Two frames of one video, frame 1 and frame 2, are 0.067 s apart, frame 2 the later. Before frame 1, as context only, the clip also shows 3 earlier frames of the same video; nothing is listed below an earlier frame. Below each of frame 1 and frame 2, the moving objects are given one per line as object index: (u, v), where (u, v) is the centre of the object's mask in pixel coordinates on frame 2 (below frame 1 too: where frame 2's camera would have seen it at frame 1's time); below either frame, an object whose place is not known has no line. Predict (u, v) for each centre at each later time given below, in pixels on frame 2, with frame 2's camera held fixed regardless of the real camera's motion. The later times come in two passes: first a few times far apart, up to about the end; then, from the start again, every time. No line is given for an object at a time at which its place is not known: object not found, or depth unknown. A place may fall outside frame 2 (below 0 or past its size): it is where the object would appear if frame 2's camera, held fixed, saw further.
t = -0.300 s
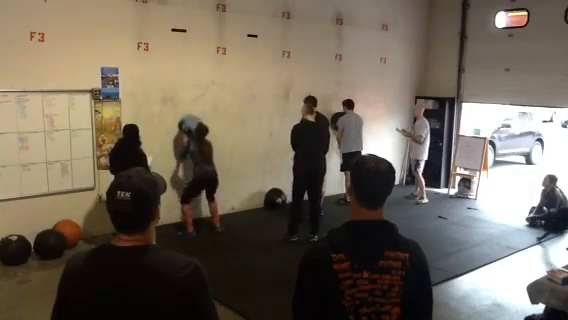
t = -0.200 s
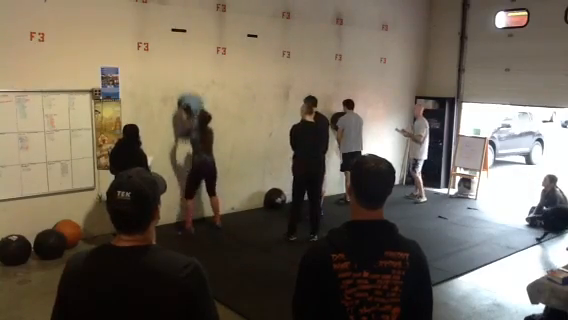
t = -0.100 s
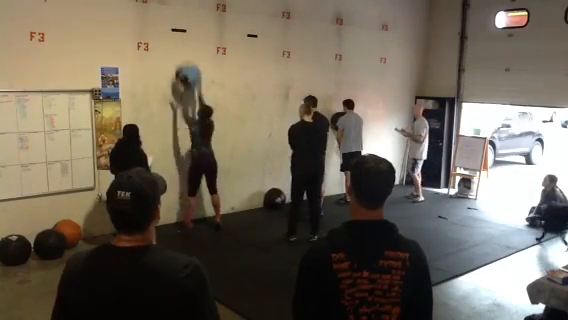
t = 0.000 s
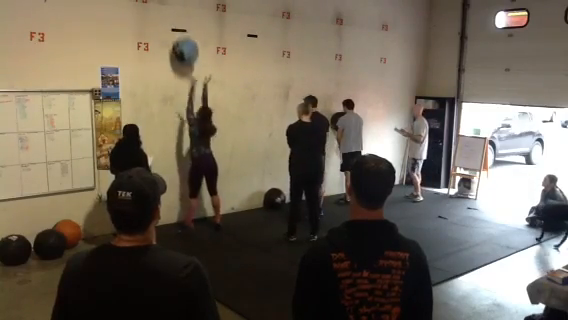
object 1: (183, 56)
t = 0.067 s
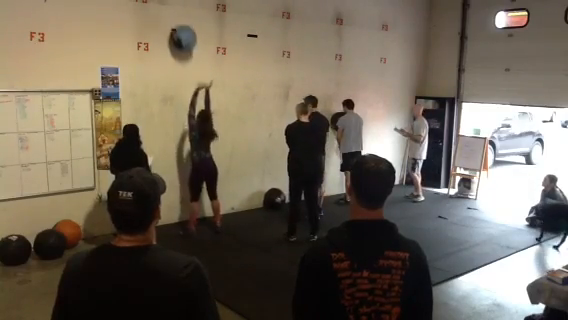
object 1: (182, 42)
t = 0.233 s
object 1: (183, 29)
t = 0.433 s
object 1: (188, 45)
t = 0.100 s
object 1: (181, 37)
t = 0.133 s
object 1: (181, 33)
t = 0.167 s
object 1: (182, 31)
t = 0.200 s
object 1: (182, 30)
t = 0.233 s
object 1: (183, 29)
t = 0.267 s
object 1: (184, 30)
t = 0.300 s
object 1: (185, 31)
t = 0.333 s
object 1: (185, 33)
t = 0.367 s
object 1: (186, 36)
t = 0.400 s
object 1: (187, 40)
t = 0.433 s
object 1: (188, 45)
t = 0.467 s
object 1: (188, 51)
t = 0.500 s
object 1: (189, 58)
